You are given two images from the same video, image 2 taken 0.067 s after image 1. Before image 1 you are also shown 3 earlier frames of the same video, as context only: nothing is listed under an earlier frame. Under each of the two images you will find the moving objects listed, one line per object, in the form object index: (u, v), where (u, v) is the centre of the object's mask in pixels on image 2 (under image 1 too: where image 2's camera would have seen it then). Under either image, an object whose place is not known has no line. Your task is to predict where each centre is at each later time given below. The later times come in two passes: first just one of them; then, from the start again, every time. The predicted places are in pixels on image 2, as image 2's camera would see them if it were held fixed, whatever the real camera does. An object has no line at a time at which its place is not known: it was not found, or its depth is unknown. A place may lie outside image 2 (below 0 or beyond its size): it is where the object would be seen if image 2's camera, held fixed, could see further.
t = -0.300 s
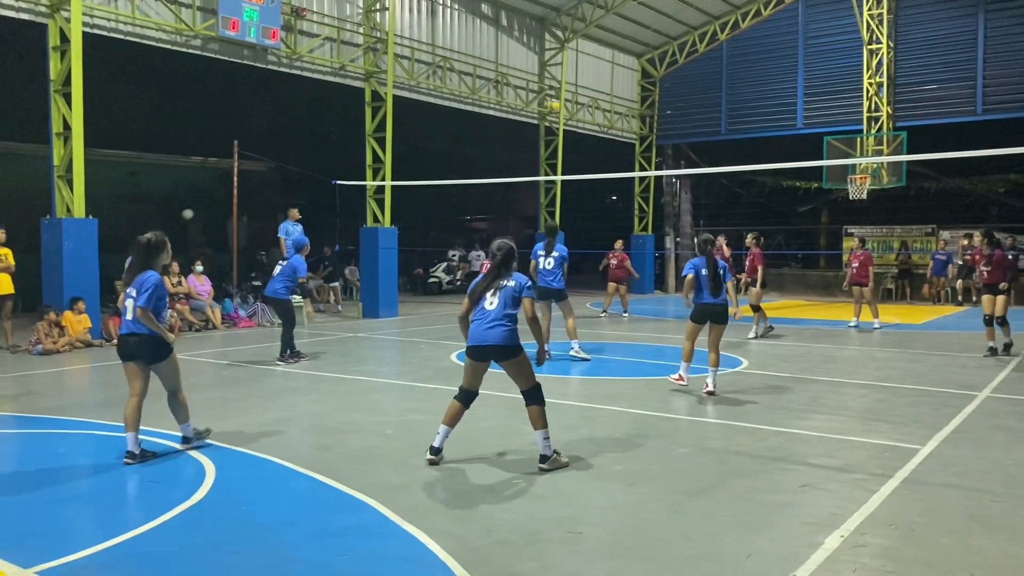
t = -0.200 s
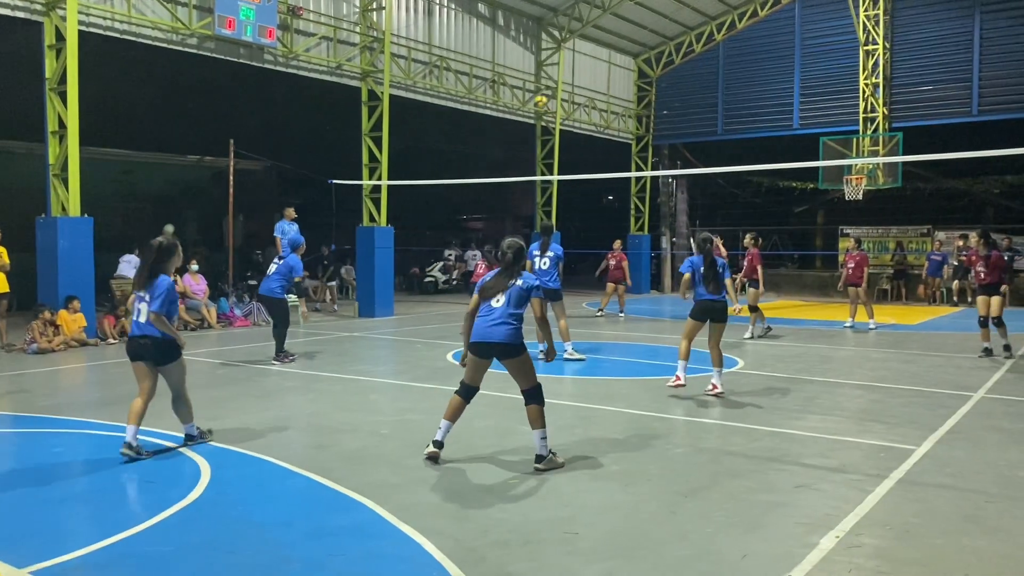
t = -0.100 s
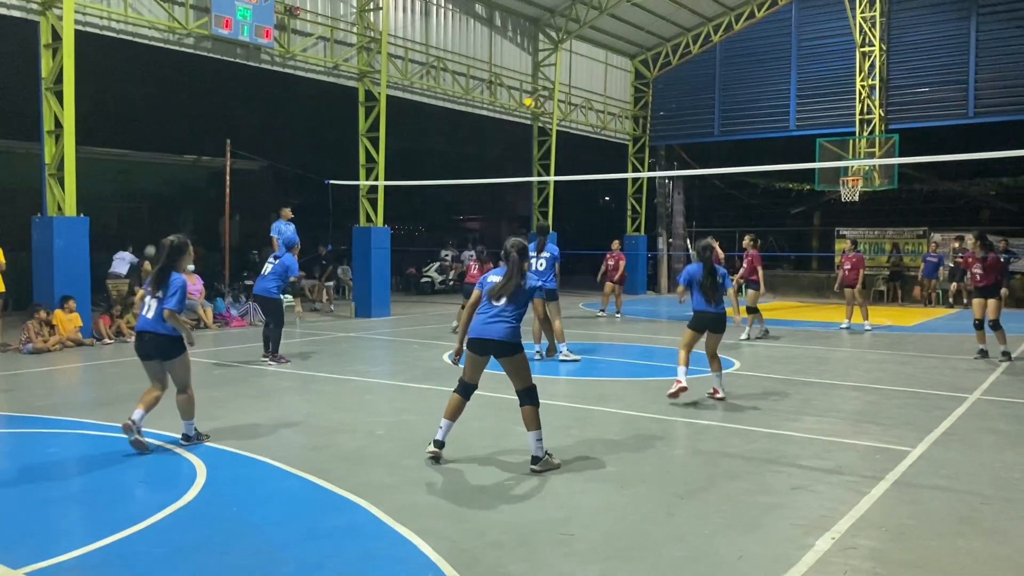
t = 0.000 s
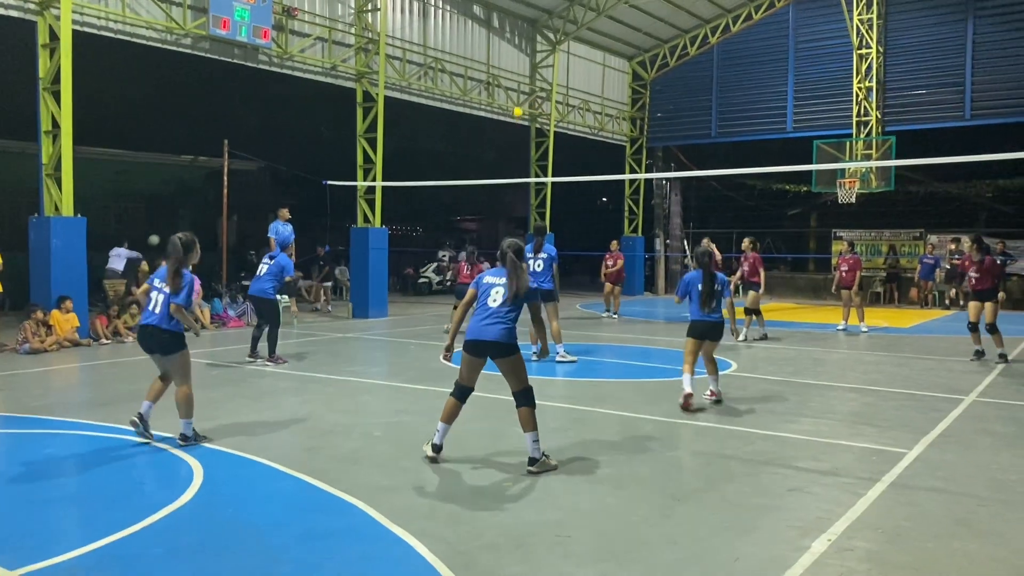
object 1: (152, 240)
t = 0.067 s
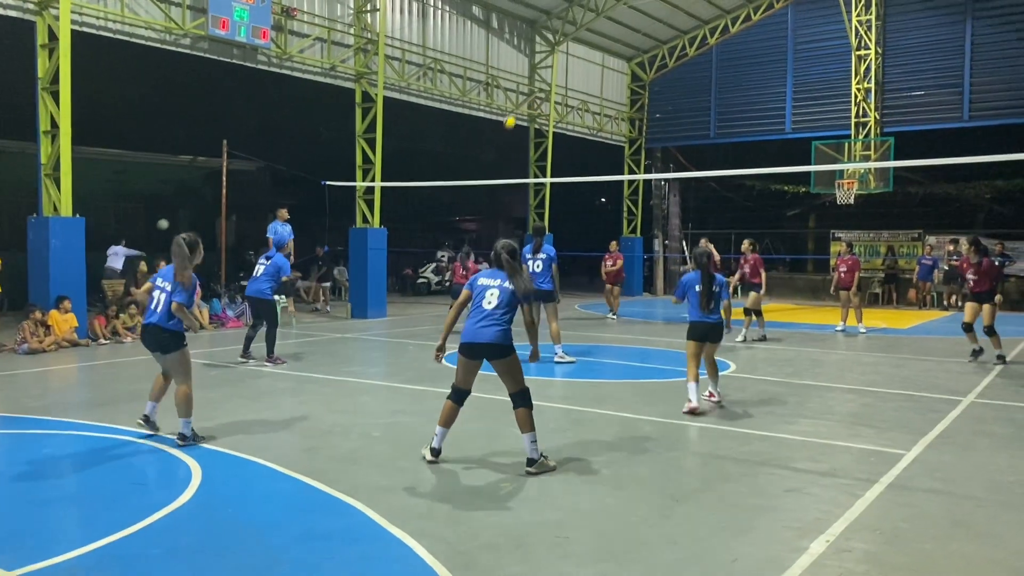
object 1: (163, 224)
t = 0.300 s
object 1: (198, 189)
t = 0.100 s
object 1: (168, 217)
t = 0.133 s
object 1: (173, 211)
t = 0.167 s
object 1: (178, 205)
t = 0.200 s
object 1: (183, 200)
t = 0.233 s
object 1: (188, 196)
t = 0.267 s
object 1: (193, 193)
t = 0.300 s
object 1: (198, 189)
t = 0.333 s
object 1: (203, 187)
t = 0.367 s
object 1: (208, 184)
